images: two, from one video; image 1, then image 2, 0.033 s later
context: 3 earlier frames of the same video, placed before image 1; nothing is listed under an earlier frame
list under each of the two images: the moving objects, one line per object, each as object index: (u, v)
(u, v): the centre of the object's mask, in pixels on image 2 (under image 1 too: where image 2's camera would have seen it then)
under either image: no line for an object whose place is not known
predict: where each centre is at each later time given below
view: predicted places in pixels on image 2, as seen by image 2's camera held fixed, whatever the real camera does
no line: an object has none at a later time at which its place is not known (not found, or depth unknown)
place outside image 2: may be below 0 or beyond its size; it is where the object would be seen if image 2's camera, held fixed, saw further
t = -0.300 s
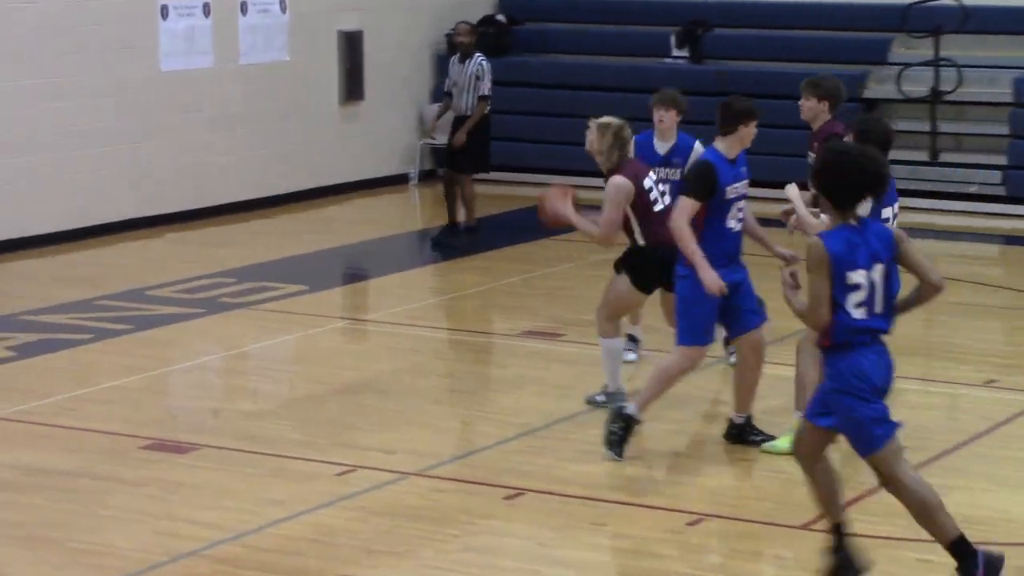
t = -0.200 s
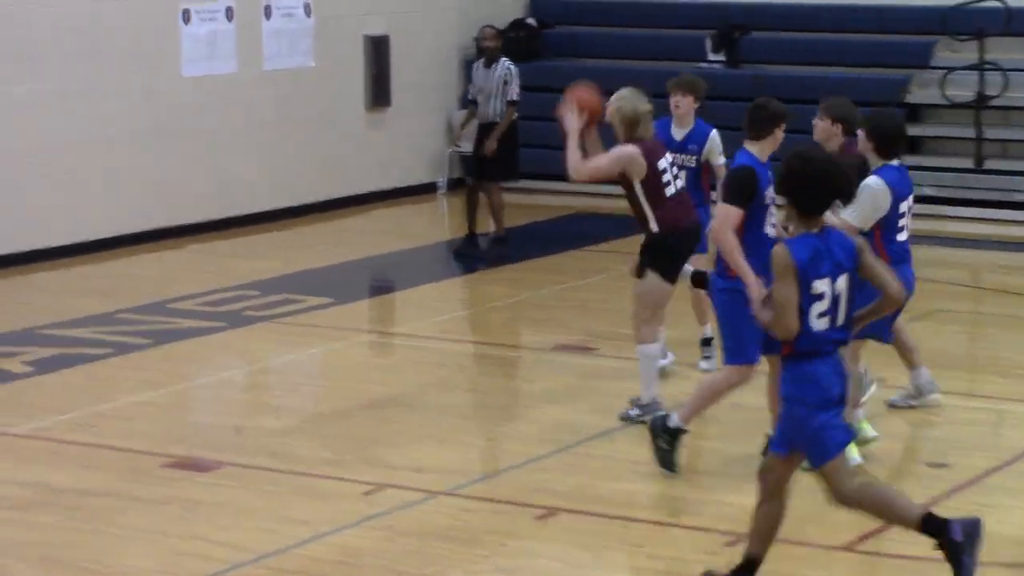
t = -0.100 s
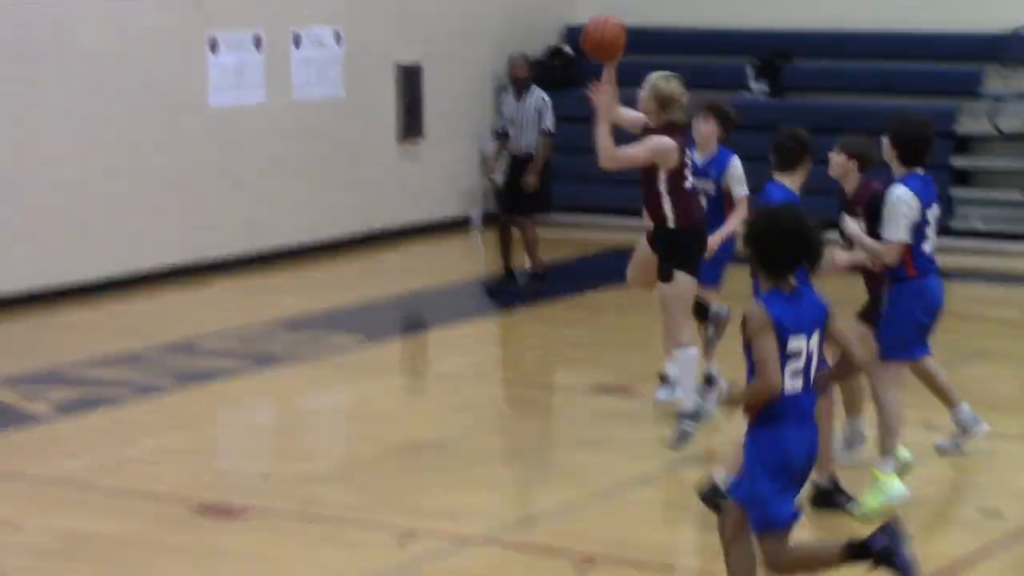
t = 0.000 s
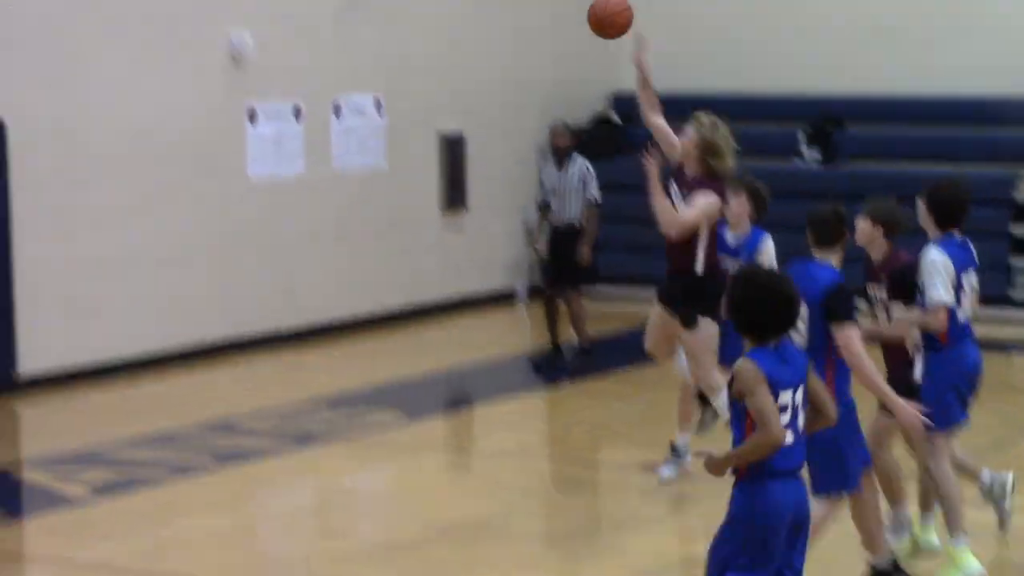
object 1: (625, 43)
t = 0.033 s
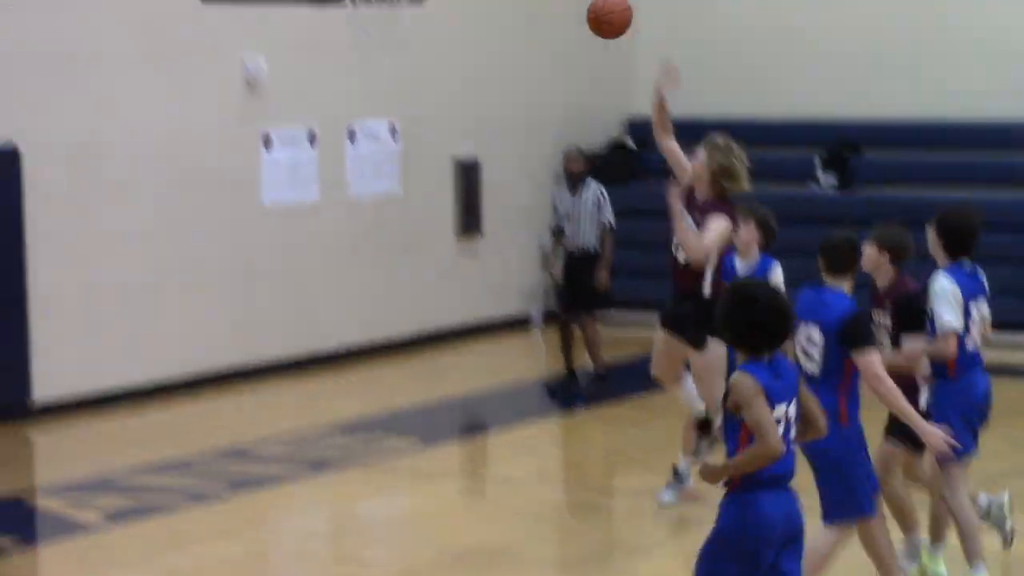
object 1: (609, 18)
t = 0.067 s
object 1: (594, -7)
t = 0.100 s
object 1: (579, -29)
